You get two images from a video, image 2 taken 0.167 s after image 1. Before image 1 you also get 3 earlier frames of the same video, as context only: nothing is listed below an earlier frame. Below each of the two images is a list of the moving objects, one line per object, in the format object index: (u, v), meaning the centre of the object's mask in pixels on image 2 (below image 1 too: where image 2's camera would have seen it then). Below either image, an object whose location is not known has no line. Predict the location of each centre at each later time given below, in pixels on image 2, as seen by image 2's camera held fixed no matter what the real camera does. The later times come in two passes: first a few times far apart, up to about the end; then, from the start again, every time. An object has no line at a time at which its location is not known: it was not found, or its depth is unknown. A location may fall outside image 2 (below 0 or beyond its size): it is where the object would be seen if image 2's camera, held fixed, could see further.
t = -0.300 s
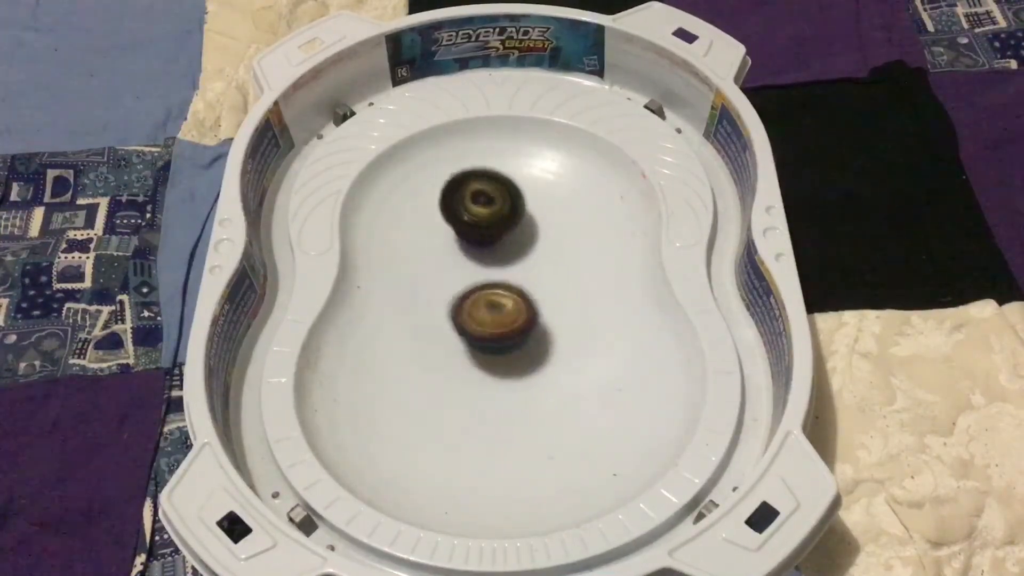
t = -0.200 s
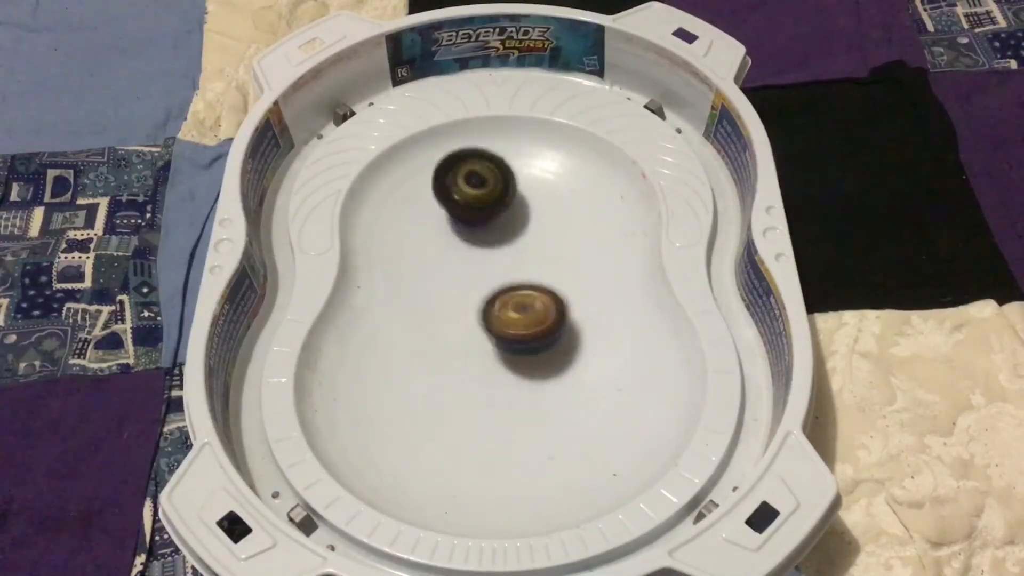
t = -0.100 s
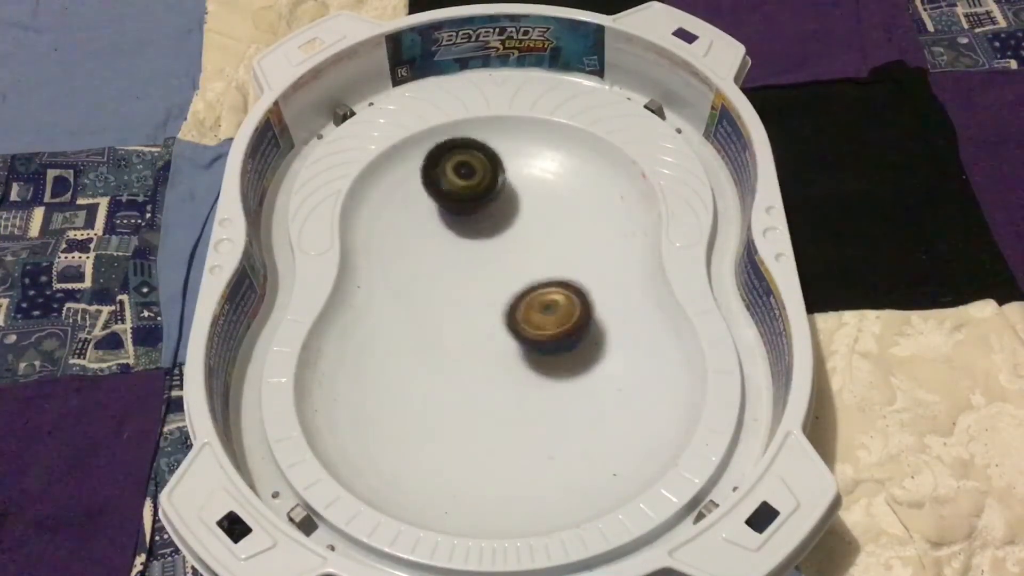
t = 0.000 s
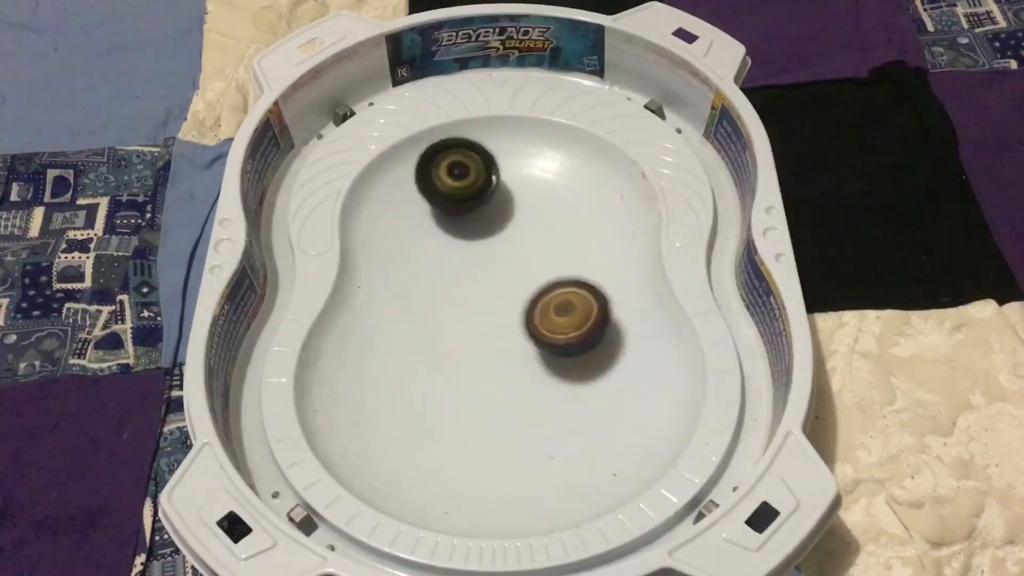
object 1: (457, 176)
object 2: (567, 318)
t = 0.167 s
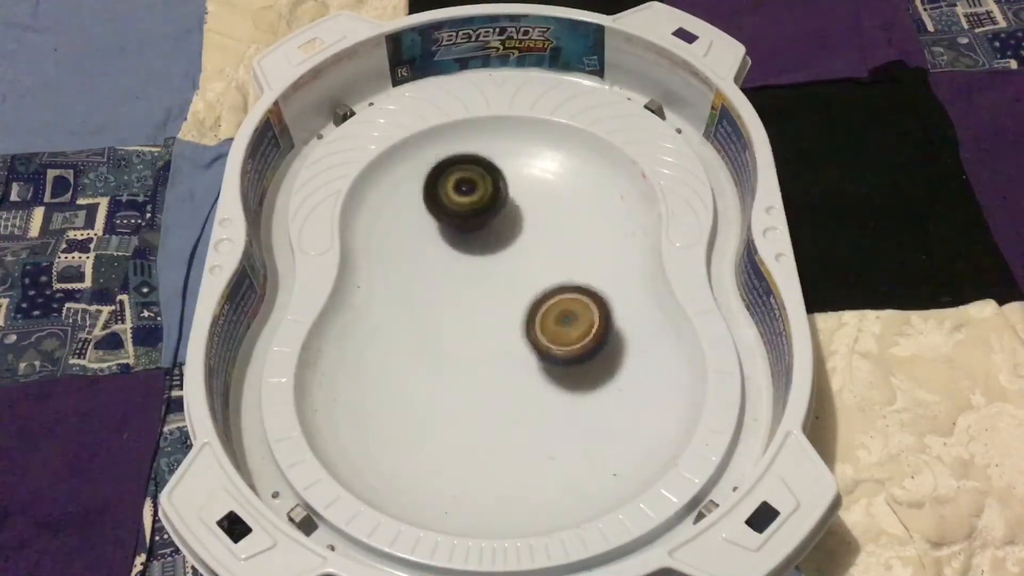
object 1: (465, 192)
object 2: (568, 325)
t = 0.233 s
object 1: (477, 202)
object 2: (557, 329)
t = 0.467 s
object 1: (532, 221)
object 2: (497, 336)
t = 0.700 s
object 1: (545, 226)
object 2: (443, 346)
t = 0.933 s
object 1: (505, 240)
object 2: (446, 376)
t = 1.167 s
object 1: (442, 272)
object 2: (479, 396)
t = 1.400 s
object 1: (414, 339)
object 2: (520, 384)
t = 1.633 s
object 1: (446, 402)
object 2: (537, 350)
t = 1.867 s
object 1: (531, 419)
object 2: (507, 317)
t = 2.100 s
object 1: (563, 380)
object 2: (449, 293)
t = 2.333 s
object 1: (514, 329)
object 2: (416, 263)
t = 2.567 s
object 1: (483, 309)
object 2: (425, 230)
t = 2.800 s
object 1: (484, 306)
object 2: (451, 197)
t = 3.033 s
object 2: (491, 172)
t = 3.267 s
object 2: (530, 176)
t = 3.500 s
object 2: (538, 210)
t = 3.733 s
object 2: (541, 227)
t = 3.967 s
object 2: (538, 233)
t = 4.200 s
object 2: (506, 241)
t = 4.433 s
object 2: (475, 255)
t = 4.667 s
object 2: (472, 274)
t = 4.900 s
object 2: (453, 252)
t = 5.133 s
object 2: (446, 231)
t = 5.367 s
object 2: (459, 212)
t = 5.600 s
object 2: (481, 194)
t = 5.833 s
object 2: (508, 185)
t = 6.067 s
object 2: (520, 199)
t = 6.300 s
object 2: (516, 222)
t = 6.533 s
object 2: (517, 246)
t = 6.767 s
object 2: (523, 270)
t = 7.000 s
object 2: (528, 293)
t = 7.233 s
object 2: (528, 319)
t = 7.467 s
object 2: (536, 328)
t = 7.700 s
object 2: (528, 329)
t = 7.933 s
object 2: (486, 324)
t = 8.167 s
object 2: (453, 326)
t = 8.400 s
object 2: (442, 327)
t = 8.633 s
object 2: (464, 322)
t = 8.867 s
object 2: (465, 297)
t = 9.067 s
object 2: (458, 277)
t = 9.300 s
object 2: (452, 255)
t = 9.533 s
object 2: (455, 234)
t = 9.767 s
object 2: (463, 215)
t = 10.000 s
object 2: (467, 195)
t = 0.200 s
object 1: (470, 197)
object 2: (563, 327)
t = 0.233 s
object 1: (477, 202)
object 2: (557, 329)
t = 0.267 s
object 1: (485, 205)
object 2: (550, 331)
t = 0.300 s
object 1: (494, 209)
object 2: (542, 333)
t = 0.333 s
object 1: (503, 212)
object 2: (533, 334)
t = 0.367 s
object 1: (511, 215)
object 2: (524, 335)
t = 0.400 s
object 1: (519, 217)
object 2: (516, 334)
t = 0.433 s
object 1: (526, 219)
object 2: (506, 336)
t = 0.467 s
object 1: (532, 221)
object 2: (497, 336)
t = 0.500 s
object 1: (537, 222)
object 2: (487, 338)
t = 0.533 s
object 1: (541, 223)
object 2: (477, 339)
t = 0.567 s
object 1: (544, 224)
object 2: (468, 340)
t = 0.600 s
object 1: (546, 224)
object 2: (461, 342)
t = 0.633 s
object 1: (547, 225)
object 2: (454, 343)
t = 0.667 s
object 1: (546, 225)
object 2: (448, 345)
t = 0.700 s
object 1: (545, 226)
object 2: (443, 346)
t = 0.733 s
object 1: (542, 226)
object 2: (438, 348)
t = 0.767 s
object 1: (539, 228)
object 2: (437, 351)
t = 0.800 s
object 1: (534, 229)
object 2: (437, 356)
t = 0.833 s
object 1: (528, 232)
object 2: (438, 361)
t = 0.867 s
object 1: (522, 234)
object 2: (440, 366)
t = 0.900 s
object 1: (514, 237)
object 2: (442, 370)
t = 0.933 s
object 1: (505, 240)
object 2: (446, 376)
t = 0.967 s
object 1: (496, 243)
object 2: (449, 379)
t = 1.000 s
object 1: (487, 247)
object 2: (453, 383)
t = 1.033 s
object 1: (477, 251)
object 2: (457, 387)
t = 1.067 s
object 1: (468, 255)
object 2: (461, 390)
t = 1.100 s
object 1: (459, 260)
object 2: (467, 393)
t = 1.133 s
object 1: (450, 265)
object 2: (473, 395)
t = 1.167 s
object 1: (442, 272)
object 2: (479, 396)
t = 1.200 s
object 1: (436, 280)
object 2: (485, 397)
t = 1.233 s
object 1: (430, 289)
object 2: (492, 397)
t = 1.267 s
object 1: (427, 298)
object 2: (499, 396)
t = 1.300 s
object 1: (423, 309)
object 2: (505, 394)
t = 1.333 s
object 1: (420, 320)
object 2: (510, 392)
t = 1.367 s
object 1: (417, 329)
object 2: (516, 388)
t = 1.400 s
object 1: (414, 339)
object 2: (520, 384)
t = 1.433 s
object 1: (411, 349)
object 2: (524, 380)
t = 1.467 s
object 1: (409, 358)
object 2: (528, 375)
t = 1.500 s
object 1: (410, 368)
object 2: (531, 370)
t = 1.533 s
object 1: (415, 377)
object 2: (535, 365)
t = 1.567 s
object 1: (423, 387)
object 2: (537, 360)
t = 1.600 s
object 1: (434, 395)
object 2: (538, 355)
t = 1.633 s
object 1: (446, 402)
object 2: (537, 350)
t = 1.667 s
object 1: (459, 407)
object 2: (535, 345)
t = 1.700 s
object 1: (471, 410)
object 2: (532, 341)
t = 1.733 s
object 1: (485, 413)
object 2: (529, 337)
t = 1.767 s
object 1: (496, 416)
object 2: (524, 330)
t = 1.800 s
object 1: (508, 419)
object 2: (519, 325)
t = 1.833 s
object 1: (520, 420)
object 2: (513, 321)
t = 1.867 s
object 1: (531, 419)
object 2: (507, 317)
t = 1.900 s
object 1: (541, 417)
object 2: (499, 313)
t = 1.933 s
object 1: (550, 413)
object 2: (491, 310)
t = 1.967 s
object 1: (556, 408)
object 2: (483, 305)
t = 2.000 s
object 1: (561, 403)
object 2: (474, 303)
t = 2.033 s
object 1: (564, 396)
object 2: (465, 299)
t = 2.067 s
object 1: (565, 388)
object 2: (457, 297)
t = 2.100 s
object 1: (563, 380)
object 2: (449, 293)
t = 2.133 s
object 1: (558, 371)
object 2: (442, 290)
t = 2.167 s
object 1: (553, 362)
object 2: (435, 286)
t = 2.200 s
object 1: (544, 354)
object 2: (429, 282)
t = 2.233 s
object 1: (536, 347)
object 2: (424, 277)
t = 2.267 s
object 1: (529, 340)
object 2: (420, 273)
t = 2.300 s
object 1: (522, 335)
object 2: (417, 268)
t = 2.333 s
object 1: (514, 329)
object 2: (416, 263)
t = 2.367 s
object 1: (506, 323)
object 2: (415, 259)
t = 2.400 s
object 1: (498, 318)
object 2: (417, 257)
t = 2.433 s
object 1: (491, 313)
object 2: (420, 254)
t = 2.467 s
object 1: (486, 308)
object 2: (424, 252)
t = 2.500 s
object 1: (485, 309)
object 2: (423, 242)
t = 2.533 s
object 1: (483, 309)
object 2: (423, 235)
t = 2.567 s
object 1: (483, 309)
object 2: (425, 230)
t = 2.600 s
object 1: (483, 308)
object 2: (428, 225)
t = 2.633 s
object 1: (483, 308)
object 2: (431, 220)
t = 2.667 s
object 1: (483, 308)
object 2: (435, 215)
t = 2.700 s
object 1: (483, 308)
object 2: (438, 211)
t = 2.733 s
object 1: (484, 307)
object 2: (442, 206)
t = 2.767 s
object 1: (484, 306)
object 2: (447, 201)
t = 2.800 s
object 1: (484, 306)
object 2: (451, 197)
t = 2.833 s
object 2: (456, 193)
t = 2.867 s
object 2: (462, 189)
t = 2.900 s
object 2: (467, 184)
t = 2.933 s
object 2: (473, 181)
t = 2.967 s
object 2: (479, 178)
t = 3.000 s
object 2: (486, 174)
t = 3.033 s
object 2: (491, 172)
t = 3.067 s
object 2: (497, 170)
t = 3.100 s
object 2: (504, 168)
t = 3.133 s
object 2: (509, 168)
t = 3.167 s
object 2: (515, 169)
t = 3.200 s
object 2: (521, 170)
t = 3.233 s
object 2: (525, 173)
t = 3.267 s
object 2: (530, 176)
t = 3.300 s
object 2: (533, 180)
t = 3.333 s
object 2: (536, 183)
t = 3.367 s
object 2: (538, 189)
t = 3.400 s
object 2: (539, 195)
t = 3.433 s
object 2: (539, 200)
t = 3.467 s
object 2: (539, 205)
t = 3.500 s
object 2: (538, 210)
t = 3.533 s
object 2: (536, 215)
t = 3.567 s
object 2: (535, 220)
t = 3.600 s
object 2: (534, 225)
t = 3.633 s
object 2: (534, 228)
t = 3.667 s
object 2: (538, 225)
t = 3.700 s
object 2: (539, 226)
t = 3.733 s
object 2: (541, 227)
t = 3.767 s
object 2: (544, 228)
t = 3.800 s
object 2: (544, 228)
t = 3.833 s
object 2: (544, 230)
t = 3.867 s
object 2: (544, 230)
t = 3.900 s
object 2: (542, 231)
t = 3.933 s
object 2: (540, 232)
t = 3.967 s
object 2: (538, 233)
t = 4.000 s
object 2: (534, 234)
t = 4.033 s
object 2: (530, 235)
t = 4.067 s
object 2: (526, 236)
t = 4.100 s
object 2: (521, 237)
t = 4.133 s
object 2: (516, 238)
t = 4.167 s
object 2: (511, 239)
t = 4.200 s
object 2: (506, 241)
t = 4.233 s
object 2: (500, 242)
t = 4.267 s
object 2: (496, 243)
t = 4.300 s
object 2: (491, 245)
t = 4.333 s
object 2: (486, 248)
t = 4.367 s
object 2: (483, 250)
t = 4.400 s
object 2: (479, 252)
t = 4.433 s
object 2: (475, 255)
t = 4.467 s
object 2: (473, 257)
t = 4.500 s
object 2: (471, 260)
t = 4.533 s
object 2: (470, 263)
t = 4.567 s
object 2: (469, 266)
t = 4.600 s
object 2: (470, 268)
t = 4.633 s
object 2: (471, 271)
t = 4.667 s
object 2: (472, 274)
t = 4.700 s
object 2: (475, 277)
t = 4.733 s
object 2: (469, 272)
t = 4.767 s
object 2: (463, 266)
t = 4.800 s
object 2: (459, 264)
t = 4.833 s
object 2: (458, 261)
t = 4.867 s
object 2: (456, 256)
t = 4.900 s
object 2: (453, 252)
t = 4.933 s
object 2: (450, 250)
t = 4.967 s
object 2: (449, 246)
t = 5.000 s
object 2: (448, 243)
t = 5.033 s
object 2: (446, 240)
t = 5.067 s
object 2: (446, 237)
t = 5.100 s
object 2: (446, 234)
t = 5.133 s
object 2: (446, 231)
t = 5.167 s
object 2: (447, 228)
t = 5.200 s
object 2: (448, 225)
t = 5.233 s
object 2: (449, 223)
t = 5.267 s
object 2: (451, 220)
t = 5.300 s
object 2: (454, 217)
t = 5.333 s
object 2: (456, 215)
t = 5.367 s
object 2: (459, 212)
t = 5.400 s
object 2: (461, 209)
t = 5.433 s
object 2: (464, 206)
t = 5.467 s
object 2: (468, 204)
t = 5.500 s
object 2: (471, 201)
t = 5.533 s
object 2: (474, 199)
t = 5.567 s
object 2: (478, 196)
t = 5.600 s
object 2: (481, 194)
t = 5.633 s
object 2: (485, 191)
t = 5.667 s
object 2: (490, 189)
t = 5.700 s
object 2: (493, 187)
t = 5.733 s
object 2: (497, 186)
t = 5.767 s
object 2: (501, 185)
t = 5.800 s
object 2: (505, 185)
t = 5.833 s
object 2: (508, 185)
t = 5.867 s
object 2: (511, 186)
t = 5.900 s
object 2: (514, 187)
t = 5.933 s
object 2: (516, 189)
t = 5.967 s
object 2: (517, 191)
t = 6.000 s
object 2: (519, 194)
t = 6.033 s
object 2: (520, 196)
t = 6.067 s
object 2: (520, 199)
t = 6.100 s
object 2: (519, 203)
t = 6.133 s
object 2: (520, 206)
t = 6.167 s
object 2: (519, 209)
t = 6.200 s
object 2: (518, 212)
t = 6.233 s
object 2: (518, 215)
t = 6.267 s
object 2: (517, 219)
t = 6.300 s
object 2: (516, 222)
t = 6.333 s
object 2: (516, 226)
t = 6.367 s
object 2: (515, 229)
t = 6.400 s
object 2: (515, 232)
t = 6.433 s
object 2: (515, 235)
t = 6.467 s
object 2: (515, 238)
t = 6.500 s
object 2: (516, 242)
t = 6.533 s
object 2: (517, 246)
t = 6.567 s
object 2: (517, 249)
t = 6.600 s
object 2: (518, 252)
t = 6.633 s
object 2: (519, 256)
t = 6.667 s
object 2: (520, 259)
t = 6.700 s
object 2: (521, 262)
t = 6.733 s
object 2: (522, 266)
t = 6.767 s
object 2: (523, 270)
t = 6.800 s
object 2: (524, 273)
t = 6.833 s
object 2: (525, 277)
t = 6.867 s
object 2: (526, 280)
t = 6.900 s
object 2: (527, 284)
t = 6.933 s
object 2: (527, 287)
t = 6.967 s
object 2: (528, 290)
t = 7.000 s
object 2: (528, 293)
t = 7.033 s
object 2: (529, 297)
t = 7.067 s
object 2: (529, 301)
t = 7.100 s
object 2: (529, 304)
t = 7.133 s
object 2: (529, 308)
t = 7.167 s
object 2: (528, 312)
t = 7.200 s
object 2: (528, 315)
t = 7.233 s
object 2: (528, 319)
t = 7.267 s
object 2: (527, 322)
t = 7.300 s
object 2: (527, 326)
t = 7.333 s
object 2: (526, 329)
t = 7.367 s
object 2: (528, 331)
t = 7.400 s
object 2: (532, 328)
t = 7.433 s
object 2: (533, 328)
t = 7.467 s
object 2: (536, 328)
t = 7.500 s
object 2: (538, 328)
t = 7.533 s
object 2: (539, 327)
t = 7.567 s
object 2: (537, 328)
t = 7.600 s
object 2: (537, 328)
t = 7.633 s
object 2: (535, 328)
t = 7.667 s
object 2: (531, 329)
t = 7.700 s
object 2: (528, 329)
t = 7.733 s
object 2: (524, 329)
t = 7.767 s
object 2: (518, 327)
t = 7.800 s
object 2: (511, 327)
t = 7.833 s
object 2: (505, 324)
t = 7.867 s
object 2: (496, 323)
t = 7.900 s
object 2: (490, 324)
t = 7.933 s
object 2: (486, 324)
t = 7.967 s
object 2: (481, 322)
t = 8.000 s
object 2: (474, 322)
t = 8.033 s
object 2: (468, 324)
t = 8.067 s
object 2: (464, 324)
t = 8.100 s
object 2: (462, 325)
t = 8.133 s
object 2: (457, 326)
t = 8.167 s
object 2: (453, 326)
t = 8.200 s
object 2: (446, 326)
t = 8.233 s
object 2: (438, 326)
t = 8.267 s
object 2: (437, 327)
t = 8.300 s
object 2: (438, 326)
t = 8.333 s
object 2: (438, 325)
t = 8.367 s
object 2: (437, 325)
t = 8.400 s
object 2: (442, 327)
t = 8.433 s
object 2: (447, 329)
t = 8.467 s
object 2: (451, 329)
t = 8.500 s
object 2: (456, 330)
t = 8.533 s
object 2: (457, 329)
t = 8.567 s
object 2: (458, 327)
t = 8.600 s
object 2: (462, 325)
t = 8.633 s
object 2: (464, 322)
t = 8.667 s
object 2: (465, 319)
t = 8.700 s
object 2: (465, 316)
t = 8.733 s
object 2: (467, 311)
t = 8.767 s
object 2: (467, 307)
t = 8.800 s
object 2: (466, 303)
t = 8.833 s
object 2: (464, 301)
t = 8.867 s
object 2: (465, 297)
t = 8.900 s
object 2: (464, 294)
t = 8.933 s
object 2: (463, 290)
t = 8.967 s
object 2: (461, 287)
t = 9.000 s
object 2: (461, 284)
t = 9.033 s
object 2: (460, 280)
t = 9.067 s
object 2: (458, 277)
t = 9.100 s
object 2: (455, 274)
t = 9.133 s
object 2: (455, 271)
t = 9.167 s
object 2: (455, 268)
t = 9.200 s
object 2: (454, 264)
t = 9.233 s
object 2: (452, 260)
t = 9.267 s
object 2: (451, 258)
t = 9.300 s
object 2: (452, 255)
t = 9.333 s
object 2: (452, 251)
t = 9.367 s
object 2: (452, 248)
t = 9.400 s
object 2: (451, 245)
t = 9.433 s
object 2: (452, 243)
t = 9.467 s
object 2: (454, 240)
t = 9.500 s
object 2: (454, 237)
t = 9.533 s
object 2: (455, 234)
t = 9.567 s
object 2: (456, 232)
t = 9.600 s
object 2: (458, 229)
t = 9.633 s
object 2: (459, 226)
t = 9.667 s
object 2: (460, 223)
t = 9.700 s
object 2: (461, 221)
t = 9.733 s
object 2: (462, 218)
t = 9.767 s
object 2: (463, 215)
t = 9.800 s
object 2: (464, 212)
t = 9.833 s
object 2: (464, 209)
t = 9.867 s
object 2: (464, 206)
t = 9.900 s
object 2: (465, 204)
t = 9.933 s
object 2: (466, 201)
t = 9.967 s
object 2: (467, 198)
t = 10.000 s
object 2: (467, 195)
